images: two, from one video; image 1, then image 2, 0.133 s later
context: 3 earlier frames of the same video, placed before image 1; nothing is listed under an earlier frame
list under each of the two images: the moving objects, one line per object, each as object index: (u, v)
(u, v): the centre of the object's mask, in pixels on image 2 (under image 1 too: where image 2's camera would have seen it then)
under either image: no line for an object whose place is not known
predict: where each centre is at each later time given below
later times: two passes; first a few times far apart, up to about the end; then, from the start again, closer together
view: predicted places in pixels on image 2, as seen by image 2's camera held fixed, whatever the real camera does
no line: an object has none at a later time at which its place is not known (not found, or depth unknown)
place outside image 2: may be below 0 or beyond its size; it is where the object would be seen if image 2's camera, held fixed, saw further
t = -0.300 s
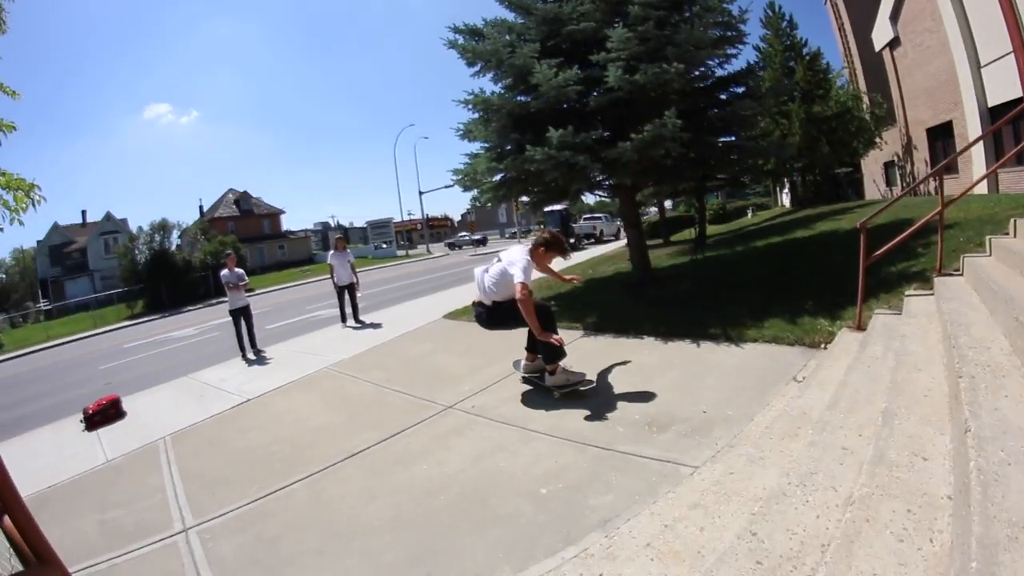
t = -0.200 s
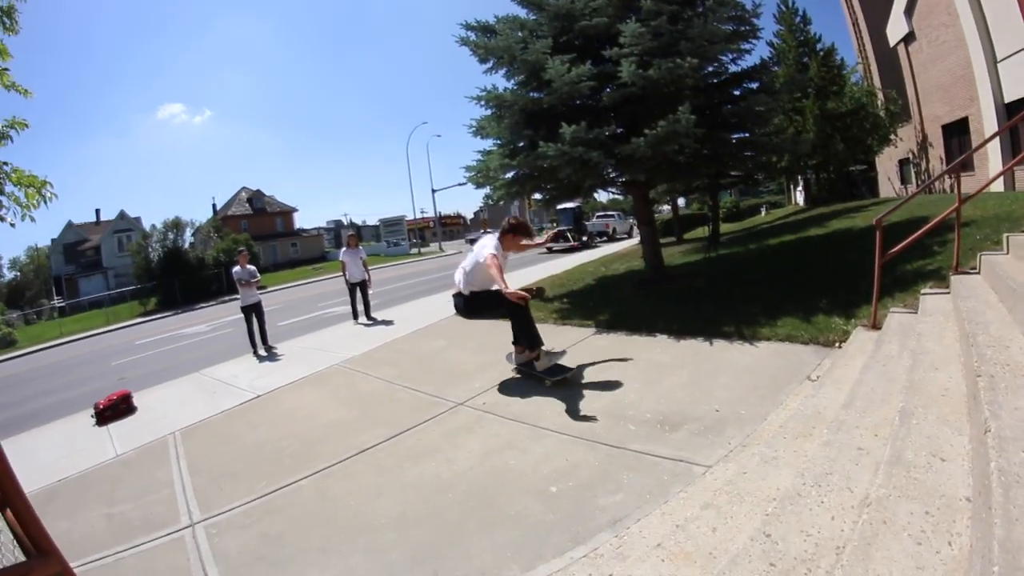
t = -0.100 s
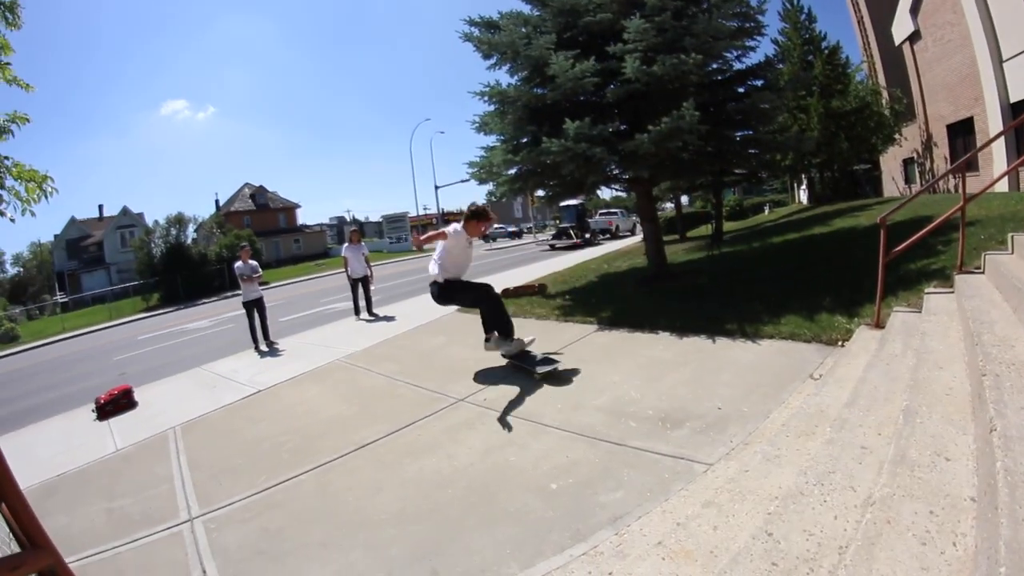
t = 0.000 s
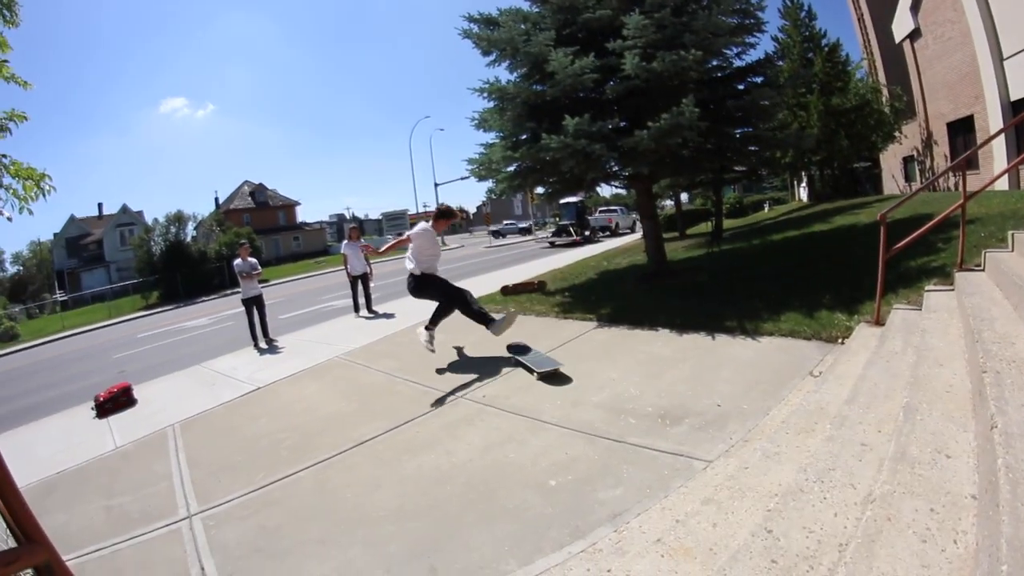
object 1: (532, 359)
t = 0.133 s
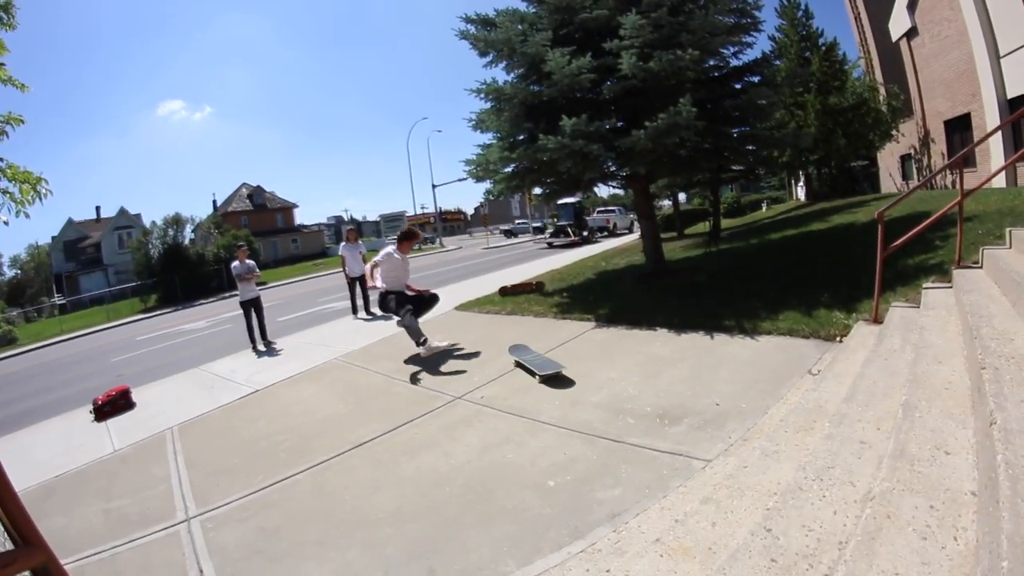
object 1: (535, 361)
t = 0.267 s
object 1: (539, 363)
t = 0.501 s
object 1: (543, 366)
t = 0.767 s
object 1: (549, 370)
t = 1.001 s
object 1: (553, 373)
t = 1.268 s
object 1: (558, 376)
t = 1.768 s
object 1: (566, 381)
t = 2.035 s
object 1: (571, 383)
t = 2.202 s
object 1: (573, 384)
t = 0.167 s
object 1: (536, 362)
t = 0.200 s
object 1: (537, 362)
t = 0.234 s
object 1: (538, 363)
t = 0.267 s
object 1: (539, 363)
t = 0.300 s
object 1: (539, 363)
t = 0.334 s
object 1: (540, 364)
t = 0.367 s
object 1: (541, 364)
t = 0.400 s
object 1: (541, 364)
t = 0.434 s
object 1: (542, 365)
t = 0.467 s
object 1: (543, 366)
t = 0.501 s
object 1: (543, 366)
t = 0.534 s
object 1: (545, 366)
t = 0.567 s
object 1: (545, 367)
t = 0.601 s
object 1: (546, 368)
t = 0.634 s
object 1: (547, 368)
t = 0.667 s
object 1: (548, 369)
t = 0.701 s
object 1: (548, 369)
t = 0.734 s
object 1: (549, 370)
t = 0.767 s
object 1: (549, 370)
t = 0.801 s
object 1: (550, 371)
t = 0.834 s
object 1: (551, 371)
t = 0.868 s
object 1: (551, 372)
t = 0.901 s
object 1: (552, 372)
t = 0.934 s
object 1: (552, 373)
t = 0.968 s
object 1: (553, 373)
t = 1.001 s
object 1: (553, 373)
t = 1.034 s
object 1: (554, 374)
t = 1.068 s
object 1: (555, 374)
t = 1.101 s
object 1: (555, 374)
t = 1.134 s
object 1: (556, 375)
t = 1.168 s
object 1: (557, 375)
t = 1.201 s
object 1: (557, 375)
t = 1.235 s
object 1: (557, 375)
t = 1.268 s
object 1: (558, 376)
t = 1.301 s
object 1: (558, 376)
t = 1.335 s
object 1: (559, 376)
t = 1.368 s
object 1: (559, 376)
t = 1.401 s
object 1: (559, 377)
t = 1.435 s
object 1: (560, 377)
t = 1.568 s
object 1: (562, 379)
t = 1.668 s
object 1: (564, 379)
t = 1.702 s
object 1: (565, 380)
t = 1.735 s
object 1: (566, 380)
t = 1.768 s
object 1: (566, 381)
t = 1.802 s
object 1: (567, 381)
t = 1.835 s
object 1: (568, 381)
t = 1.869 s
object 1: (568, 381)
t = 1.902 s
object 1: (568, 382)
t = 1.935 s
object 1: (569, 382)
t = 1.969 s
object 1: (570, 382)
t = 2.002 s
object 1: (570, 383)
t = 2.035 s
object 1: (571, 383)
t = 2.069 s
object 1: (571, 383)
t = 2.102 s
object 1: (572, 384)
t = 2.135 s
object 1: (572, 384)
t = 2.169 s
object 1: (573, 384)
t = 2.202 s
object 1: (573, 384)
